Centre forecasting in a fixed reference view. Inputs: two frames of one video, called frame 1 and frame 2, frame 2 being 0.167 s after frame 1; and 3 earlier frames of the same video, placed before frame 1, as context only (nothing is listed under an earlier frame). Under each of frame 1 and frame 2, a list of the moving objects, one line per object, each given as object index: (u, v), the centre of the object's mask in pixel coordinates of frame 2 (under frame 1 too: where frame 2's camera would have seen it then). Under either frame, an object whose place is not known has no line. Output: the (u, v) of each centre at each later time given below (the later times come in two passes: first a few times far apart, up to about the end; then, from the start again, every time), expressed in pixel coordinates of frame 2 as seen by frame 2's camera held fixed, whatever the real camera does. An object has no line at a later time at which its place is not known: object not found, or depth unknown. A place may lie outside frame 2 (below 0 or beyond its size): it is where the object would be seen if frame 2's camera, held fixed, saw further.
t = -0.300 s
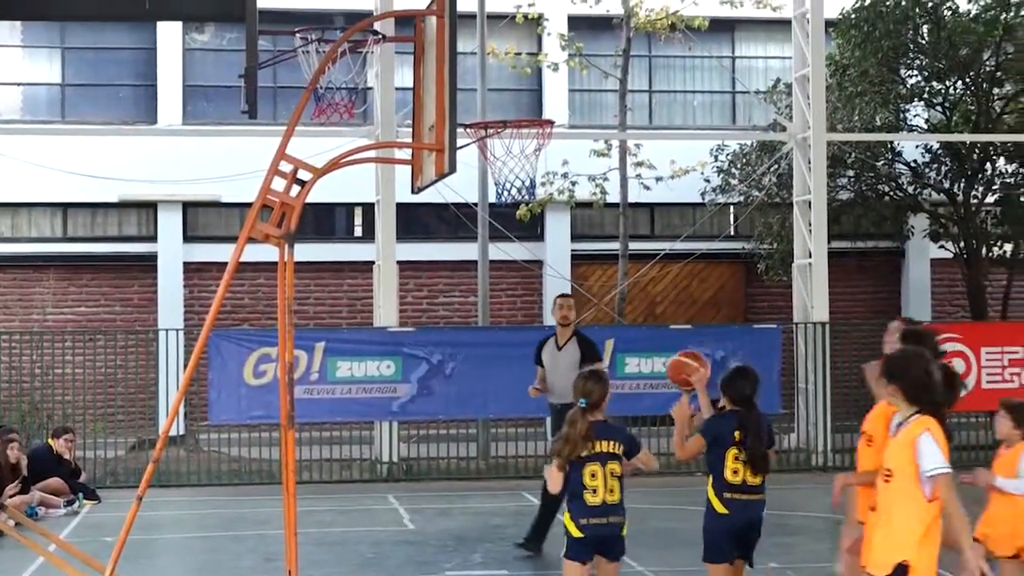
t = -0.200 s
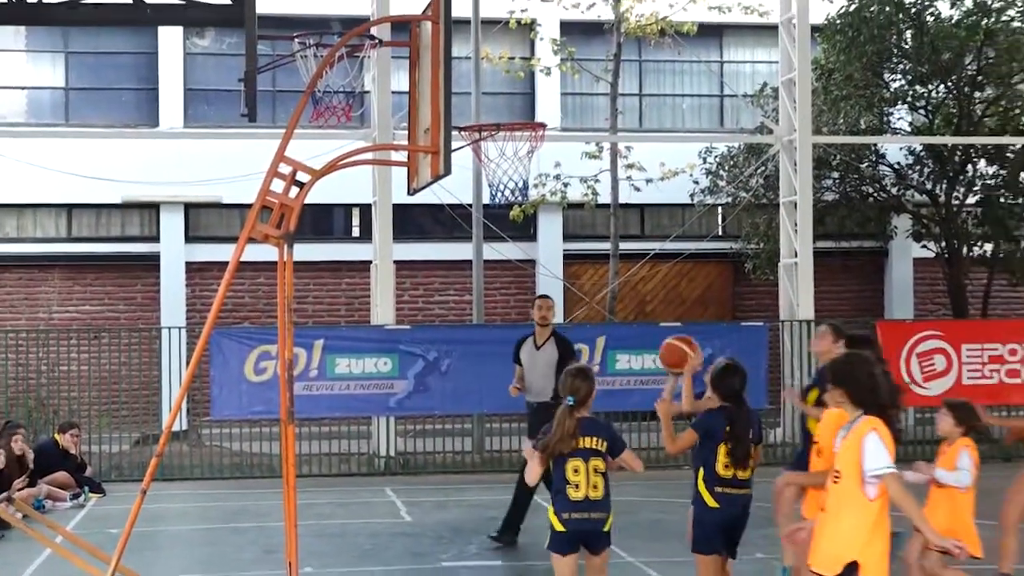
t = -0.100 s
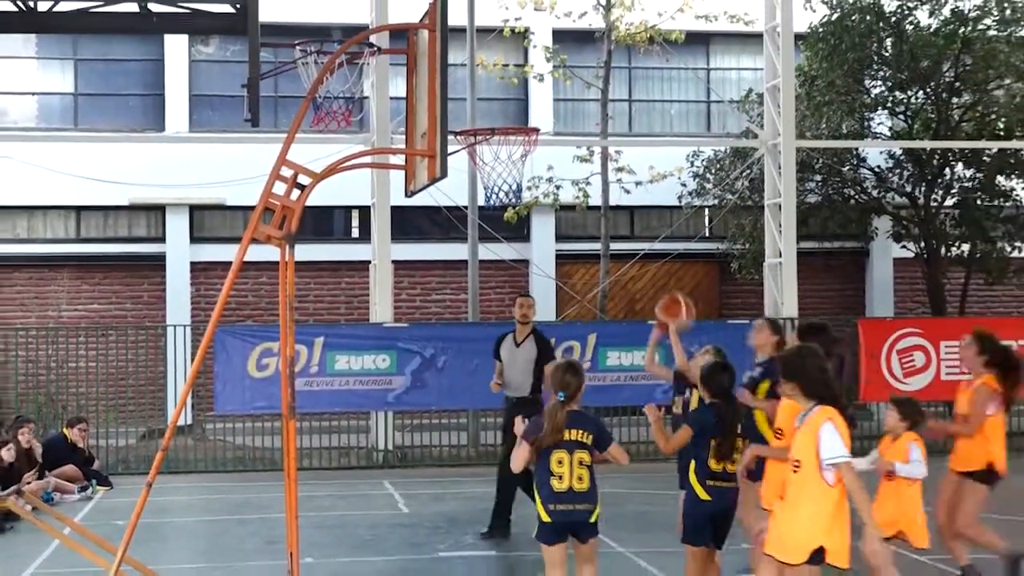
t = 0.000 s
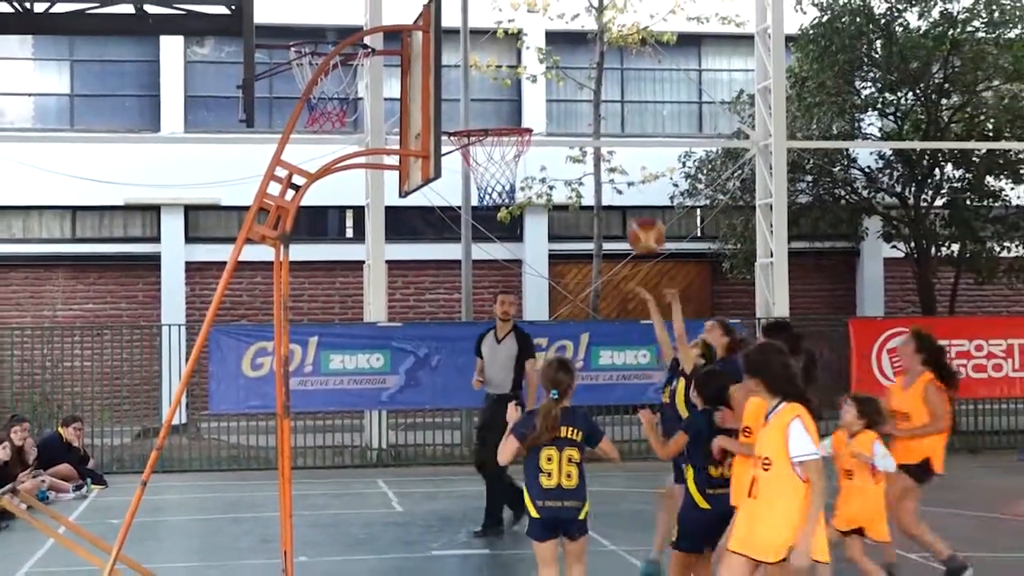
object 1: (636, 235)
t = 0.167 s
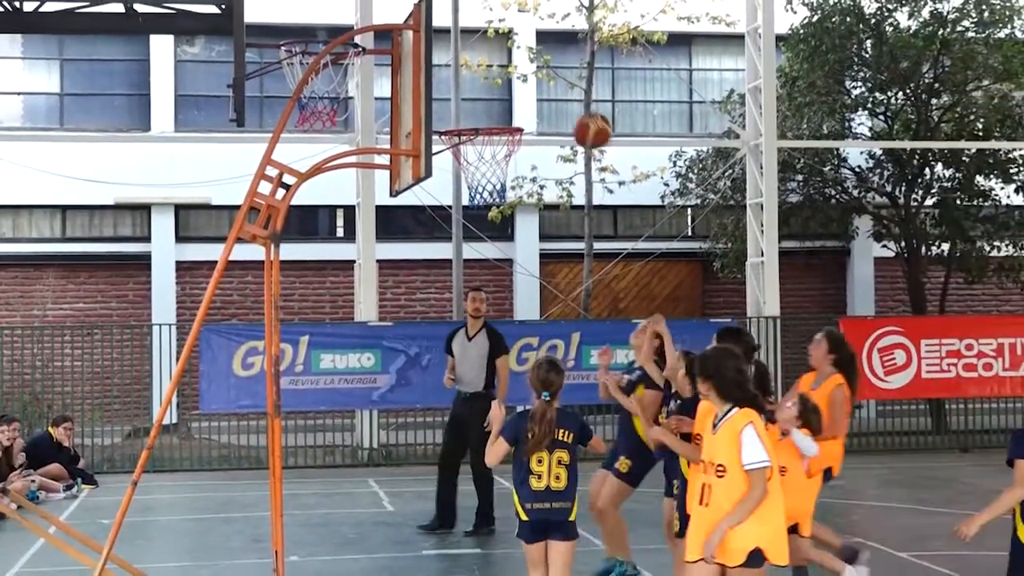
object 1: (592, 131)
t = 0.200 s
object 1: (583, 117)
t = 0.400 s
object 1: (530, 62)
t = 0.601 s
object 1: (474, 77)
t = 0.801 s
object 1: (457, 87)
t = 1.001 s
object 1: (475, 87)
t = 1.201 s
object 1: (488, 98)
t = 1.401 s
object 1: (493, 103)
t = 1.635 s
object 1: (494, 107)
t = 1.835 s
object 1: (489, 111)
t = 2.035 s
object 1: (481, 144)
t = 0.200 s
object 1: (583, 117)
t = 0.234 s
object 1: (574, 102)
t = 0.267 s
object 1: (565, 90)
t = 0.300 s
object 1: (557, 80)
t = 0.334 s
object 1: (548, 72)
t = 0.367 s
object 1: (539, 66)
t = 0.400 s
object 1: (530, 62)
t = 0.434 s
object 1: (521, 60)
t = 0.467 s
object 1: (511, 59)
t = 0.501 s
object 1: (502, 61)
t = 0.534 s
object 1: (493, 65)
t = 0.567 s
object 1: (484, 70)
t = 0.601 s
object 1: (474, 77)
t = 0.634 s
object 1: (466, 88)
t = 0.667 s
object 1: (456, 100)
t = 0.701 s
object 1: (449, 113)
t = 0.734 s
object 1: (452, 103)
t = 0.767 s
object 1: (454, 94)
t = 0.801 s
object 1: (457, 87)
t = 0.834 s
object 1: (459, 82)
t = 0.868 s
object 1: (462, 79)
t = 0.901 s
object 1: (466, 78)
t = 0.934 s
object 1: (469, 79)
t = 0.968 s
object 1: (472, 82)
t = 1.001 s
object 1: (475, 87)
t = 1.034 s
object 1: (479, 95)
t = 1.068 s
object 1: (482, 104)
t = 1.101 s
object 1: (484, 106)
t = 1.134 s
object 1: (486, 101)
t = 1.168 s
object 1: (487, 97)
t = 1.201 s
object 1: (488, 98)
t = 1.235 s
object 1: (489, 98)
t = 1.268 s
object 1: (491, 101)
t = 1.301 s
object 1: (492, 105)
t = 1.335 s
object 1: (493, 105)
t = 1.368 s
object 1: (492, 104)
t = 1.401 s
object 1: (493, 103)
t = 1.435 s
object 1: (494, 104)
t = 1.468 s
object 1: (494, 106)
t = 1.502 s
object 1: (495, 107)
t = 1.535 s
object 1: (494, 106)
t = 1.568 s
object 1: (494, 105)
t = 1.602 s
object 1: (494, 105)
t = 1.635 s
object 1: (494, 107)
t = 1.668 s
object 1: (494, 107)
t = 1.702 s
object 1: (493, 109)
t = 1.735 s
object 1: (493, 108)
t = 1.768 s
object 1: (492, 108)
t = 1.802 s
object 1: (491, 109)
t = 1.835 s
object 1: (489, 111)
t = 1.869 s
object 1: (488, 112)
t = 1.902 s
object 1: (487, 114)
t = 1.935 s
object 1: (485, 120)
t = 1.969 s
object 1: (483, 126)
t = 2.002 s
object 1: (482, 134)
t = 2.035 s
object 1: (481, 144)
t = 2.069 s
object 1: (478, 155)
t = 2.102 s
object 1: (478, 168)
